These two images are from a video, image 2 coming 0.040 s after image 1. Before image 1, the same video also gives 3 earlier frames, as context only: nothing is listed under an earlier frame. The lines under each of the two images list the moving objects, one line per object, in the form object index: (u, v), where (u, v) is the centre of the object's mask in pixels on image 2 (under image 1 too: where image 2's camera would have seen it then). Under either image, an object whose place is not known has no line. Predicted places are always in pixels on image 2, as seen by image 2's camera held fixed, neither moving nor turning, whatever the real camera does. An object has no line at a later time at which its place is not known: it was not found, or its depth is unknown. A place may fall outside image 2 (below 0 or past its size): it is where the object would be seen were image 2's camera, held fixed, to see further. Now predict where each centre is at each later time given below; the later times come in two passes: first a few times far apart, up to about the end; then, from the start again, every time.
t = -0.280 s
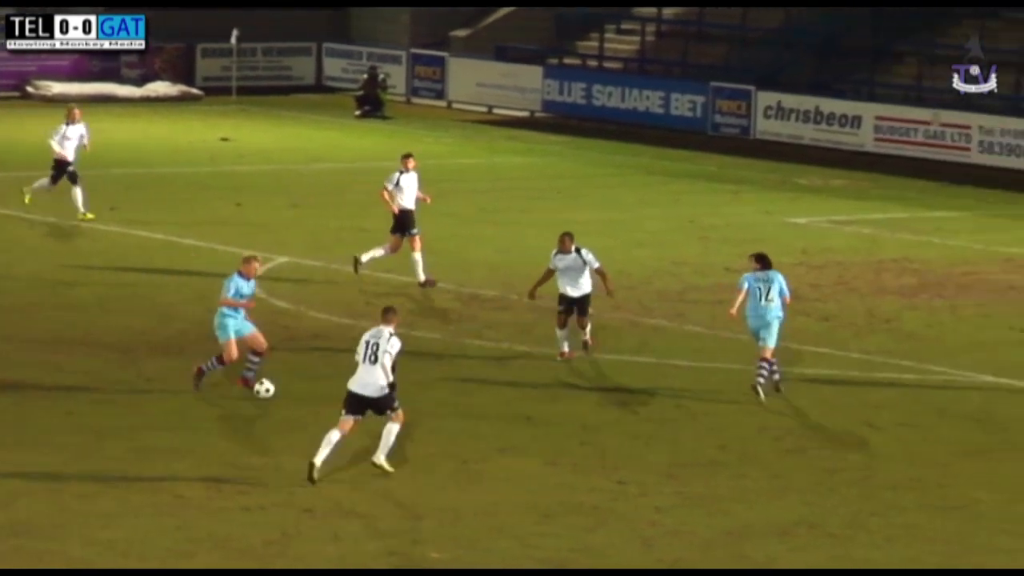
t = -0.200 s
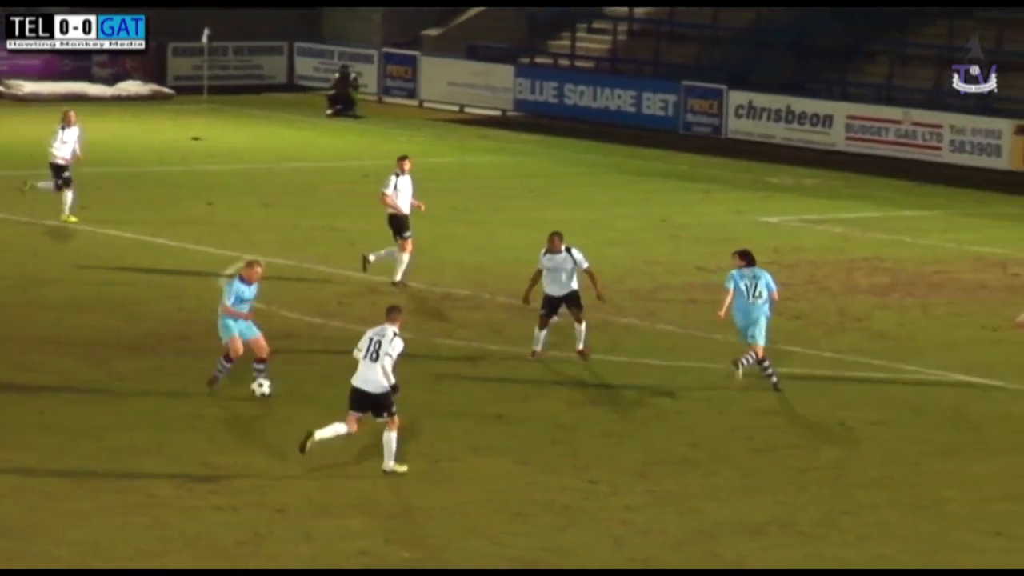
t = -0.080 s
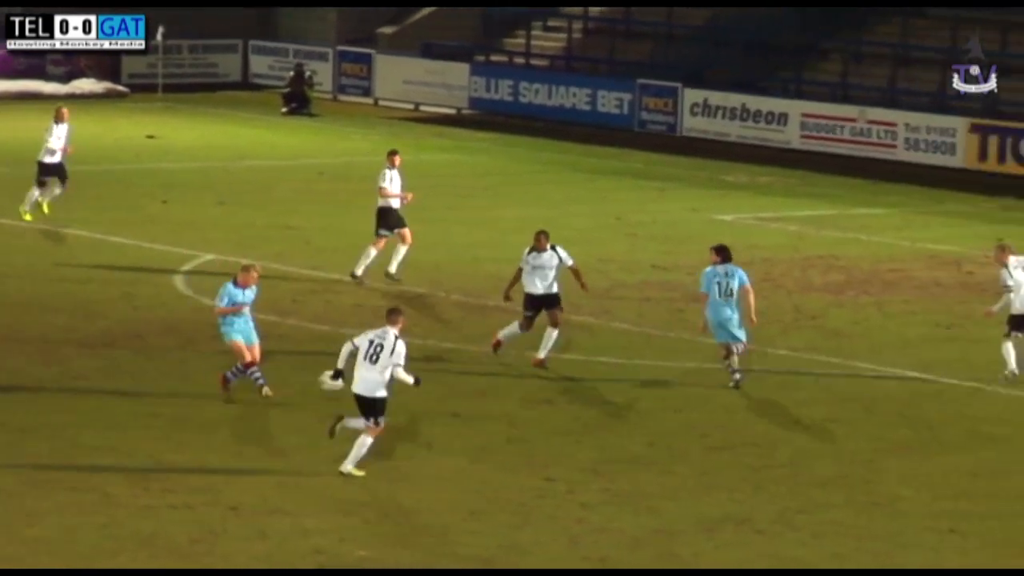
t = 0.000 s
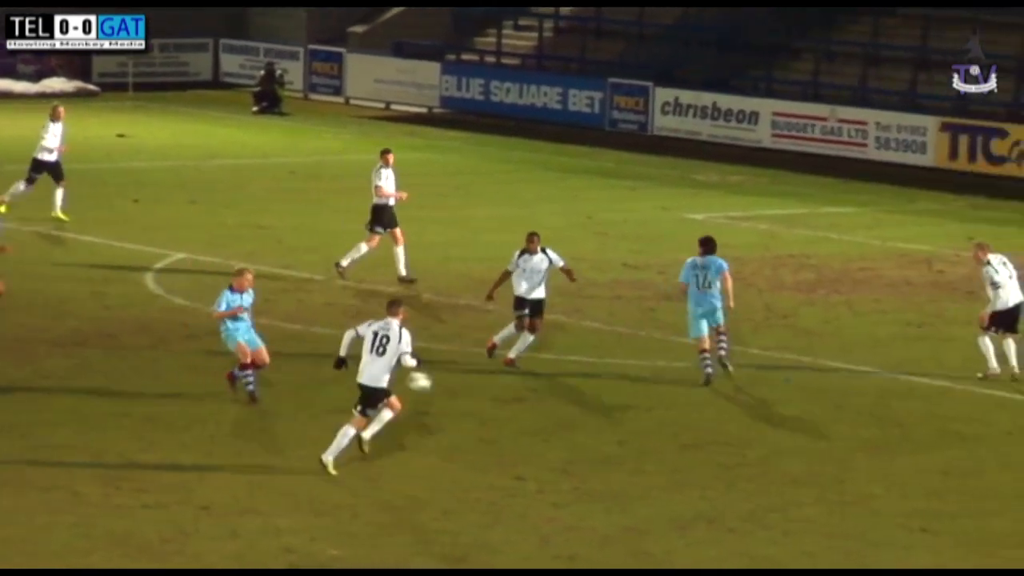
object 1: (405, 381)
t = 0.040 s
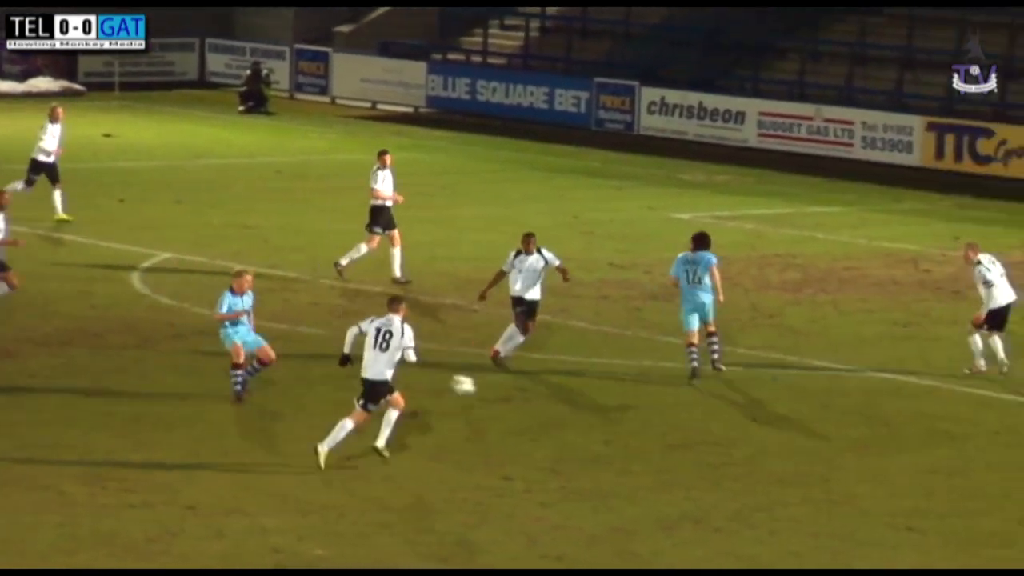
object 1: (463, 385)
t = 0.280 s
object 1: (801, 429)
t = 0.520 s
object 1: (1114, 445)
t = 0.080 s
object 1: (520, 390)
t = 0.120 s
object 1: (577, 397)
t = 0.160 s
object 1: (635, 408)
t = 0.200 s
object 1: (693, 419)
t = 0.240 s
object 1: (749, 430)
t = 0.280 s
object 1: (801, 429)
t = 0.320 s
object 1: (853, 428)
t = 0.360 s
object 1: (904, 428)
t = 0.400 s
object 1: (957, 429)
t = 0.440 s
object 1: (1009, 432)
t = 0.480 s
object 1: (1061, 438)
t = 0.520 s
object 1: (1114, 445)
